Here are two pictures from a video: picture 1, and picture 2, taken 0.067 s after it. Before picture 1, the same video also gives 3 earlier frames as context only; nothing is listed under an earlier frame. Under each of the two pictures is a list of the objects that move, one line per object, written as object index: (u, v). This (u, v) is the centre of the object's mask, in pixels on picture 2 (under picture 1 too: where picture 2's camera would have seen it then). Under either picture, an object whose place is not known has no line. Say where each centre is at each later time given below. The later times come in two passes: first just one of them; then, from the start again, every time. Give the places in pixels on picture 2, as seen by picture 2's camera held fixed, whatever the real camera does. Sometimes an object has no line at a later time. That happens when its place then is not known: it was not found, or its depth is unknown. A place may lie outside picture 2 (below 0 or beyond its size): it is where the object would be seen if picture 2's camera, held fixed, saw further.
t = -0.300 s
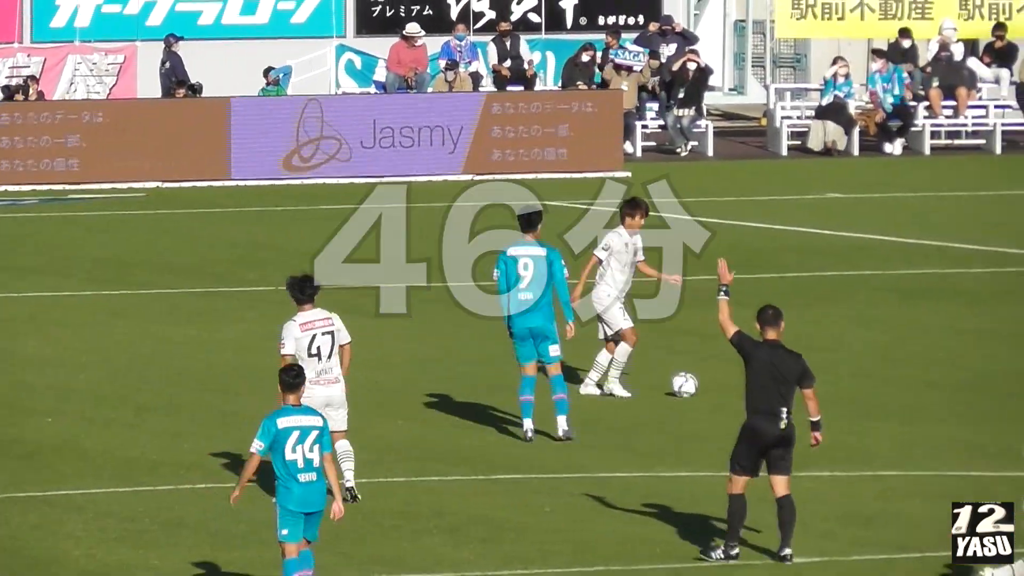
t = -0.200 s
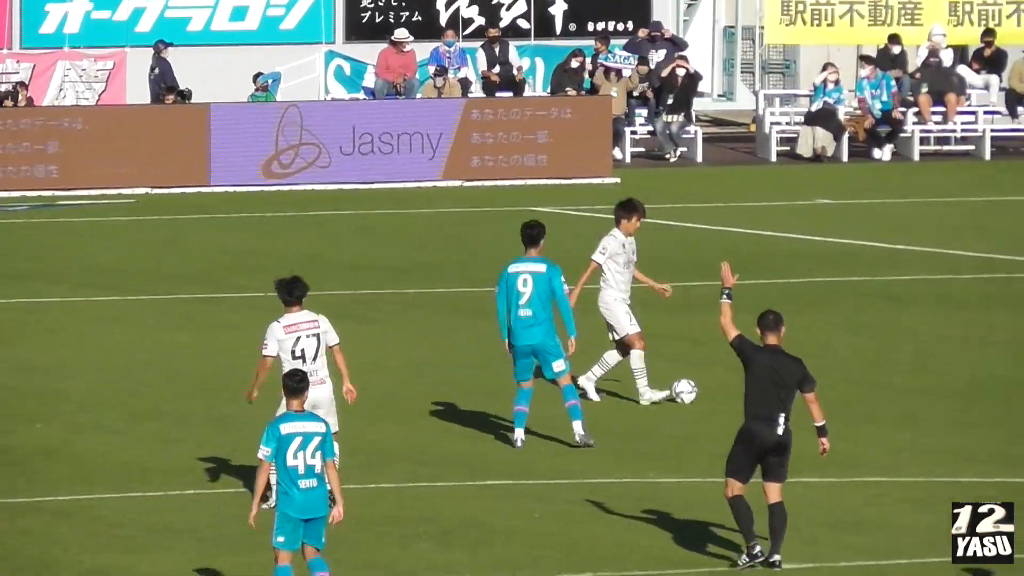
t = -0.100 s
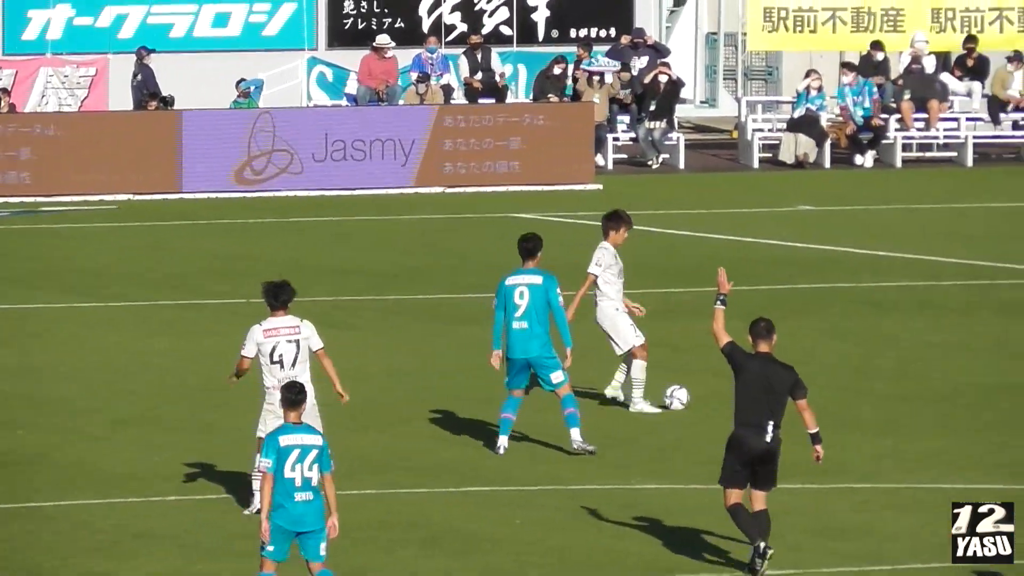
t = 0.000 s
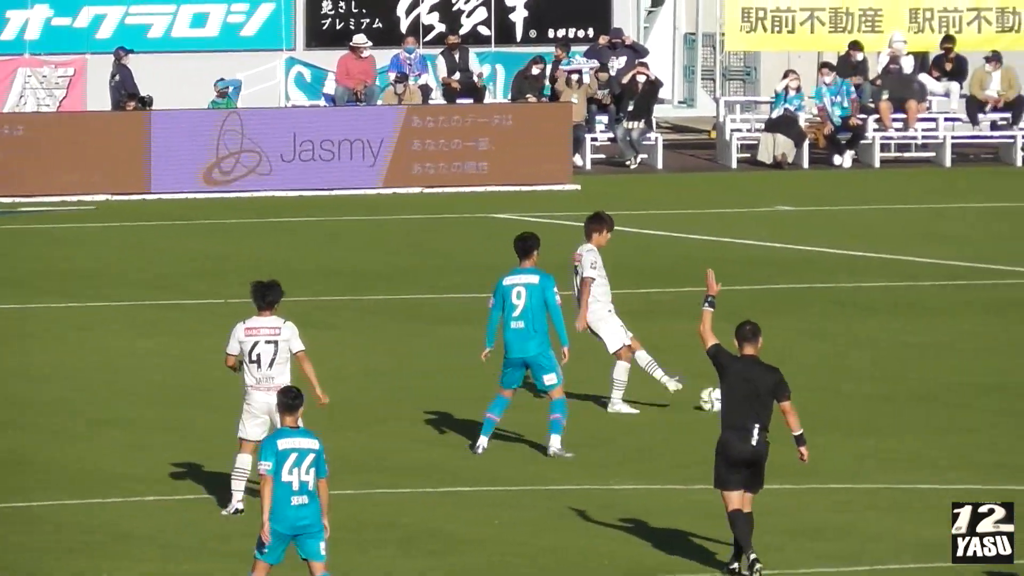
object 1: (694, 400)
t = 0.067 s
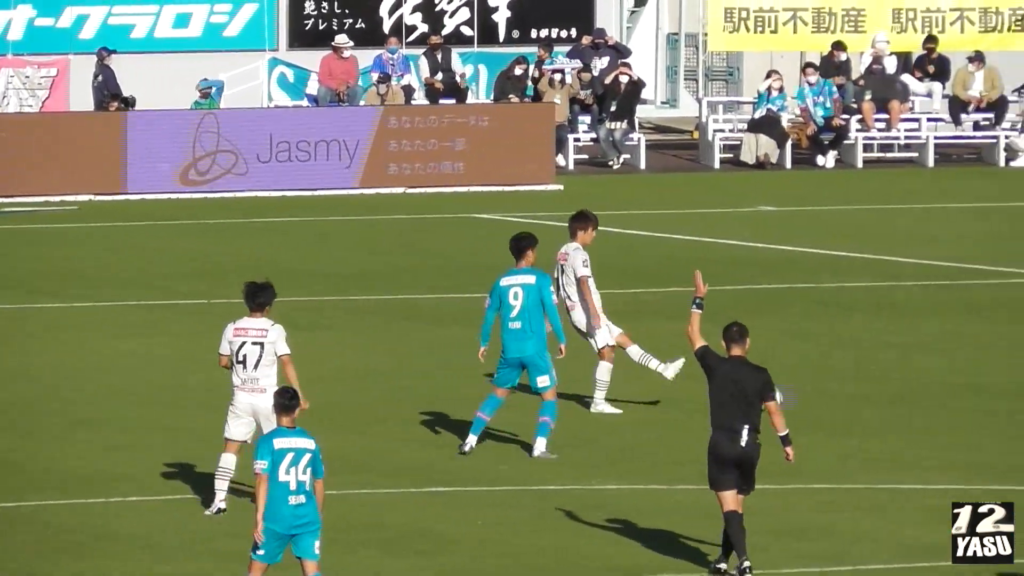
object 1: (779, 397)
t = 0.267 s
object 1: (968, 405)
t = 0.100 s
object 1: (805, 399)
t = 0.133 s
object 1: (841, 401)
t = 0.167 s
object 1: (876, 402)
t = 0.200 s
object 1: (908, 403)
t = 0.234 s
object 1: (938, 404)
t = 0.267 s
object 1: (968, 405)
